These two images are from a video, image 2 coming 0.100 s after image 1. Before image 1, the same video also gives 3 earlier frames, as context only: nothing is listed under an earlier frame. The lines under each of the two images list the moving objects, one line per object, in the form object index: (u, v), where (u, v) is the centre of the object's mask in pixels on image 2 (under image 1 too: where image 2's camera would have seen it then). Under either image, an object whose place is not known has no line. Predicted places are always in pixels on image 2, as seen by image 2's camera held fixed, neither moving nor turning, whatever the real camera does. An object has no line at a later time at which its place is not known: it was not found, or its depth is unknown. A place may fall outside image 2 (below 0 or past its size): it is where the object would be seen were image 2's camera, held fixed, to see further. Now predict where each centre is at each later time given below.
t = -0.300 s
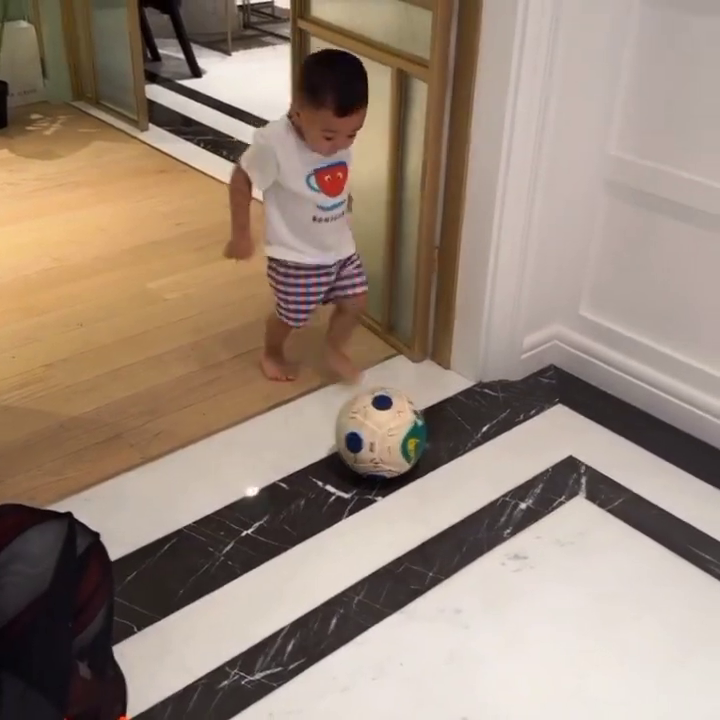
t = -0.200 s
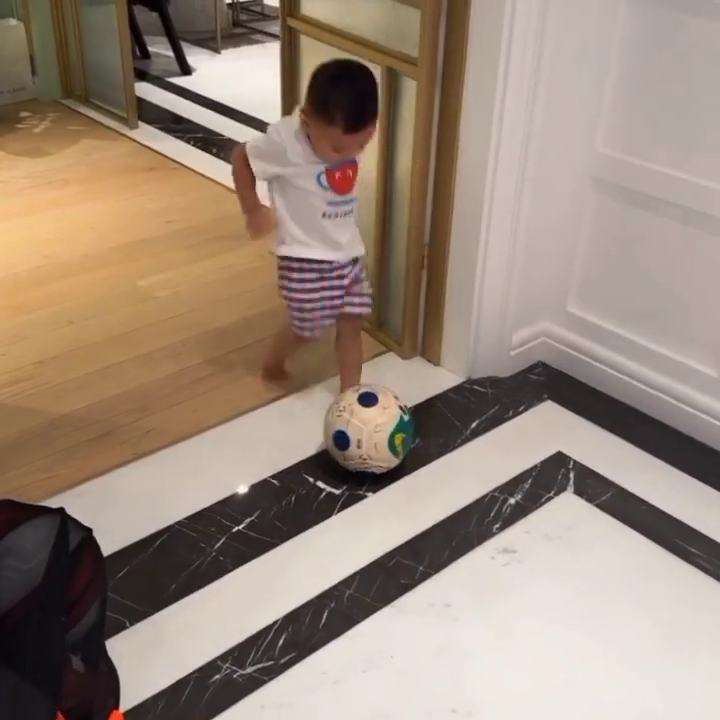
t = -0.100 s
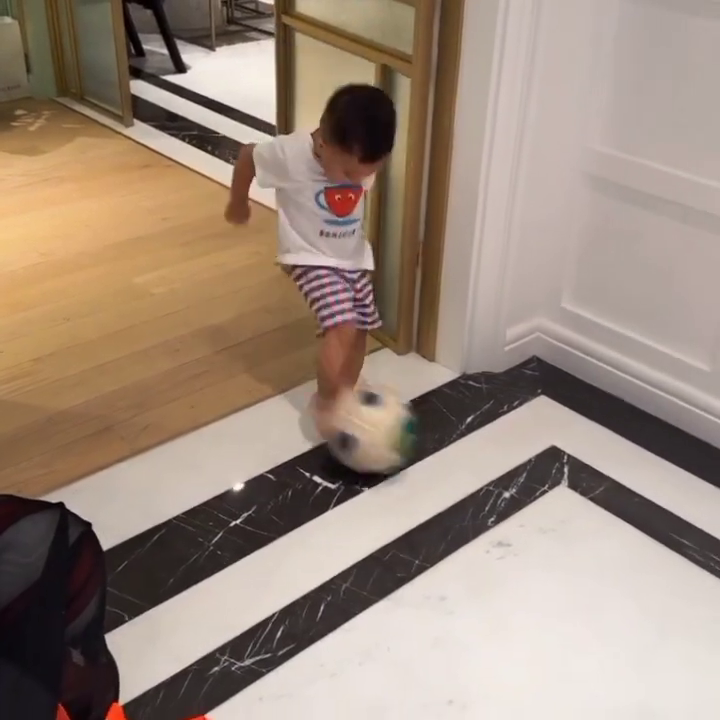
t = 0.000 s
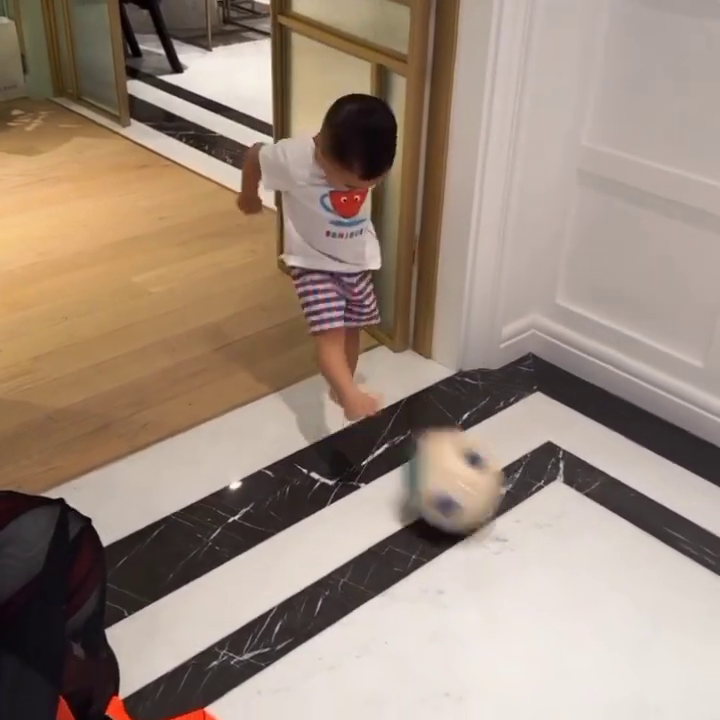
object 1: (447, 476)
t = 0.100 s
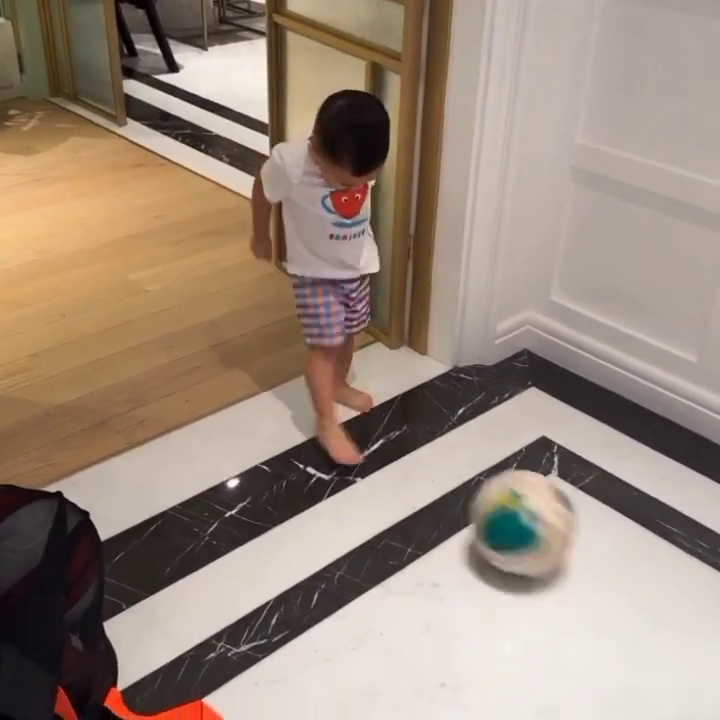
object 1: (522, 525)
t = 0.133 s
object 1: (547, 538)
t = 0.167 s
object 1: (571, 554)
